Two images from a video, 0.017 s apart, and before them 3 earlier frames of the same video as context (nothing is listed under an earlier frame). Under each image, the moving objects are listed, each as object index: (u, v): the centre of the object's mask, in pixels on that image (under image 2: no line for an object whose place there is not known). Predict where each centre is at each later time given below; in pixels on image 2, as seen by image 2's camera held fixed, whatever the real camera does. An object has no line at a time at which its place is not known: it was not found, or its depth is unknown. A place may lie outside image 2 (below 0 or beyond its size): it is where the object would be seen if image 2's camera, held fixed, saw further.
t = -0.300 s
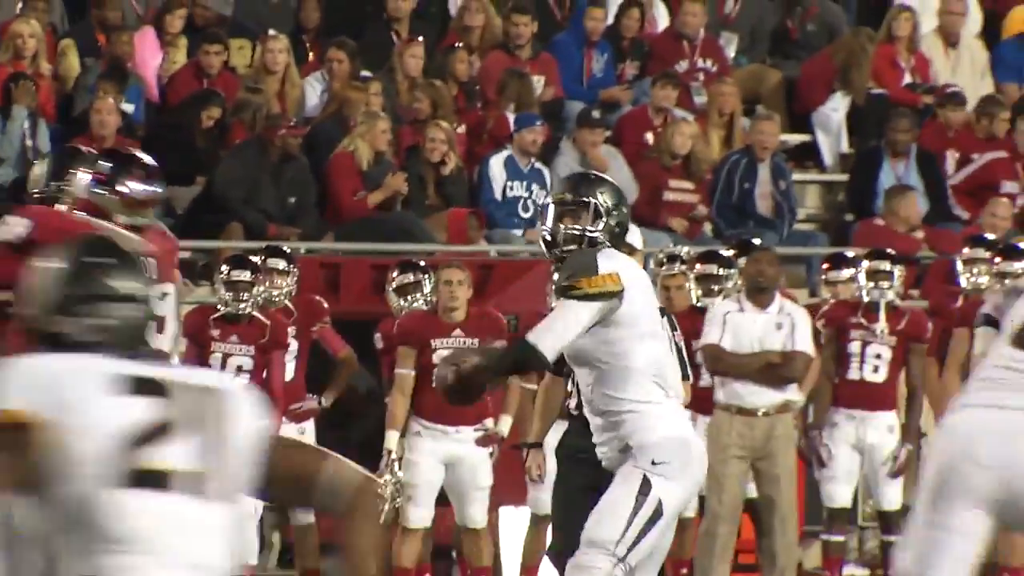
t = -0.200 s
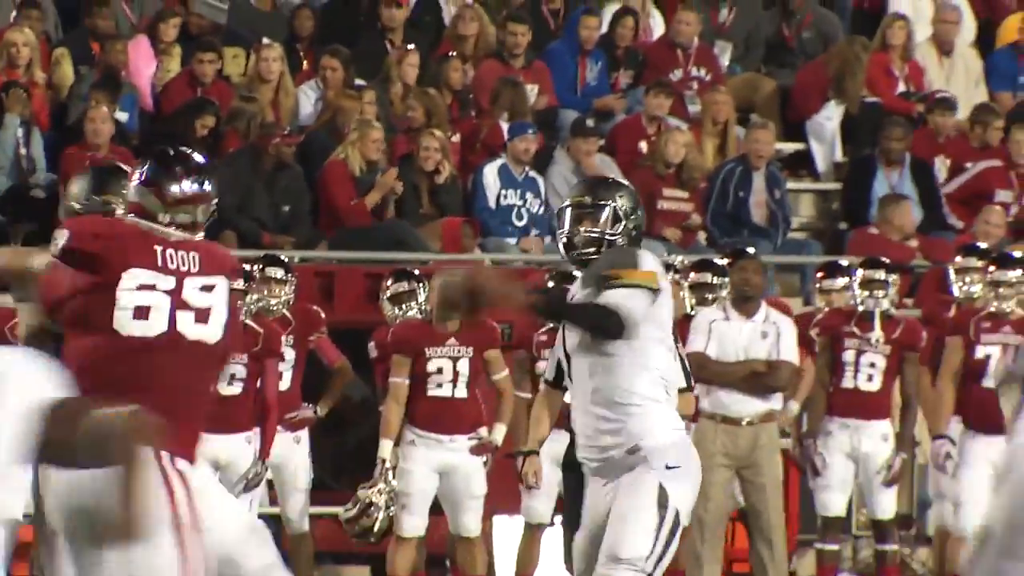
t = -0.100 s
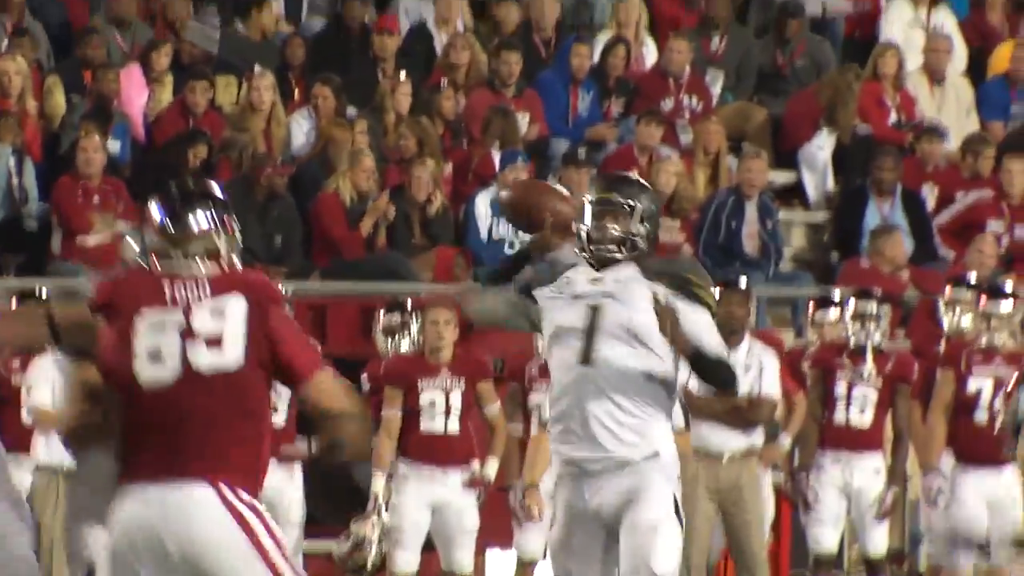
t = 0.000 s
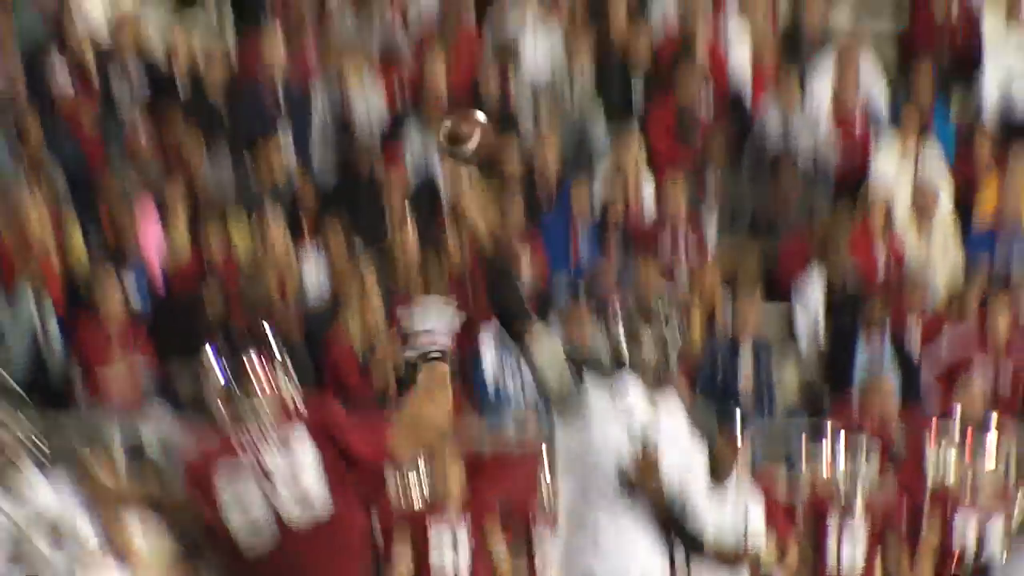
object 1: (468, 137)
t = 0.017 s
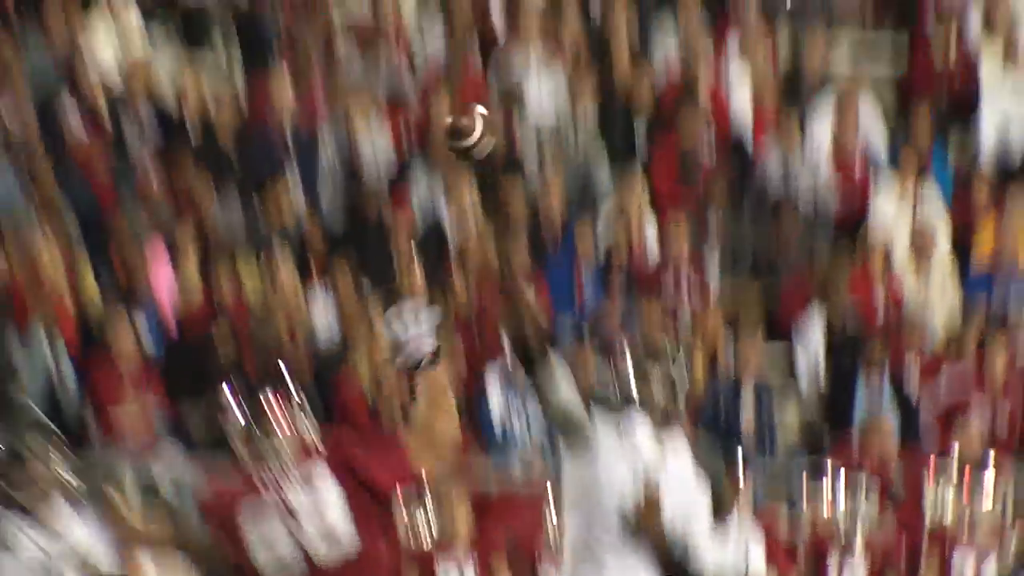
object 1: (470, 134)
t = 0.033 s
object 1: (463, 81)
